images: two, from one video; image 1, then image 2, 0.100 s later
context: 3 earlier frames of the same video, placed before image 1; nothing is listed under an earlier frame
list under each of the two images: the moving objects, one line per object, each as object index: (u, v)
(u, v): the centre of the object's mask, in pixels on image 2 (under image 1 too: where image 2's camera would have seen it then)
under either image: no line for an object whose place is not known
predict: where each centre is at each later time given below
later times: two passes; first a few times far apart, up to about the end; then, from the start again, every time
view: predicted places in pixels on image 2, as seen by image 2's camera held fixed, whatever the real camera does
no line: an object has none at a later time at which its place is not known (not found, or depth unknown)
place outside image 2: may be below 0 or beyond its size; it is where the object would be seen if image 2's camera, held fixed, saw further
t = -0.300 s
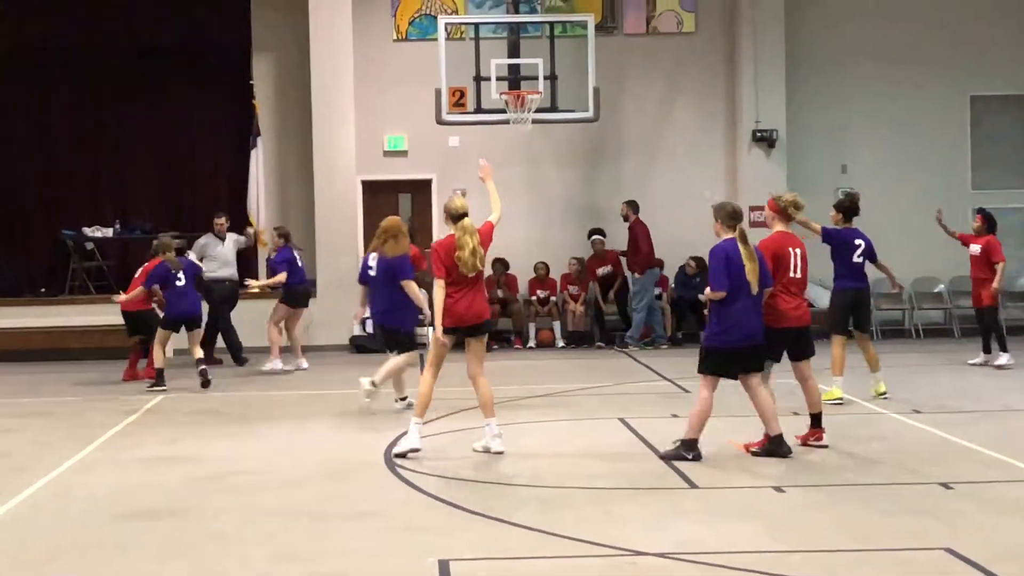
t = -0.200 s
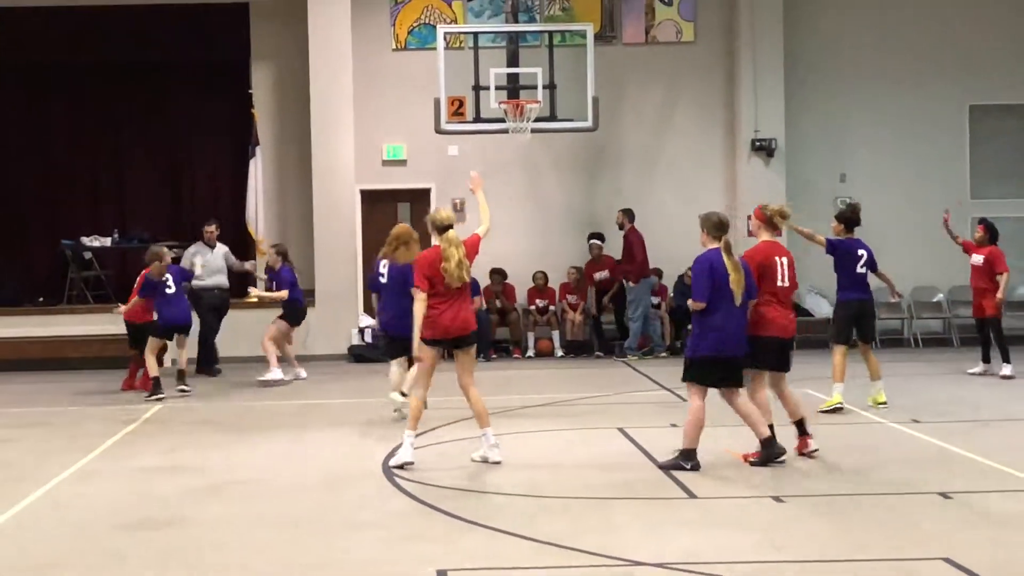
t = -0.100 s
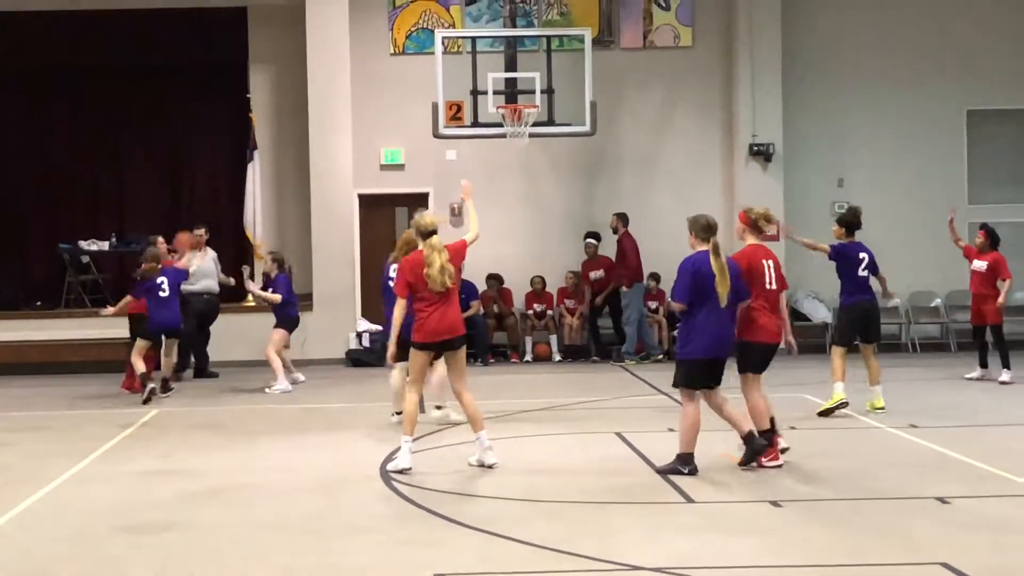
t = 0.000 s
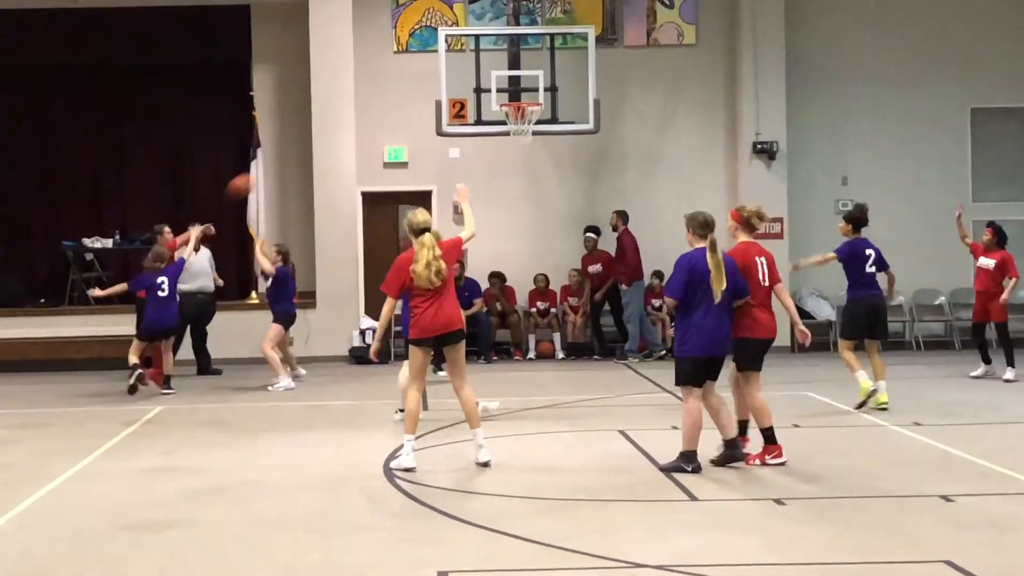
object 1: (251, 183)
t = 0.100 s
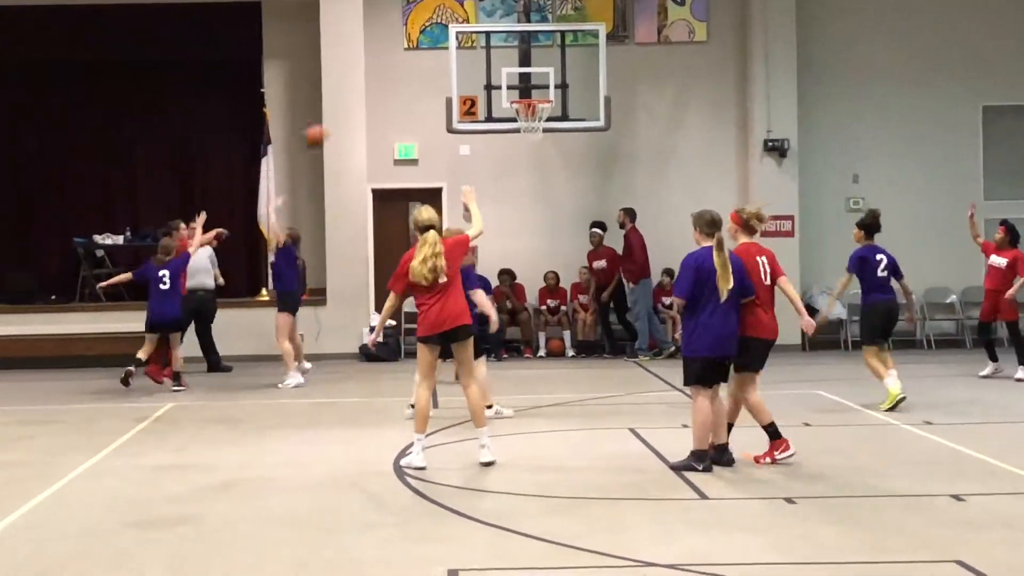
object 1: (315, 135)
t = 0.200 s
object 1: (375, 102)
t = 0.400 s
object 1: (496, 53)
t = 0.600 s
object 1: (619, 40)
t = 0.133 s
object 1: (334, 124)
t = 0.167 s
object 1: (355, 111)
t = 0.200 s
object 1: (375, 102)
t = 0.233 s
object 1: (395, 90)
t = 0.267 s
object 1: (415, 81)
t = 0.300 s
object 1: (435, 73)
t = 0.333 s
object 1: (454, 65)
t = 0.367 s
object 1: (476, 59)
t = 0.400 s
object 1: (496, 53)
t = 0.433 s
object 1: (517, 49)
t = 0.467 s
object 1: (536, 45)
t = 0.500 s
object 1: (556, 42)
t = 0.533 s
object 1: (578, 41)
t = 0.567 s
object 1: (599, 40)
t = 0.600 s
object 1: (619, 40)
